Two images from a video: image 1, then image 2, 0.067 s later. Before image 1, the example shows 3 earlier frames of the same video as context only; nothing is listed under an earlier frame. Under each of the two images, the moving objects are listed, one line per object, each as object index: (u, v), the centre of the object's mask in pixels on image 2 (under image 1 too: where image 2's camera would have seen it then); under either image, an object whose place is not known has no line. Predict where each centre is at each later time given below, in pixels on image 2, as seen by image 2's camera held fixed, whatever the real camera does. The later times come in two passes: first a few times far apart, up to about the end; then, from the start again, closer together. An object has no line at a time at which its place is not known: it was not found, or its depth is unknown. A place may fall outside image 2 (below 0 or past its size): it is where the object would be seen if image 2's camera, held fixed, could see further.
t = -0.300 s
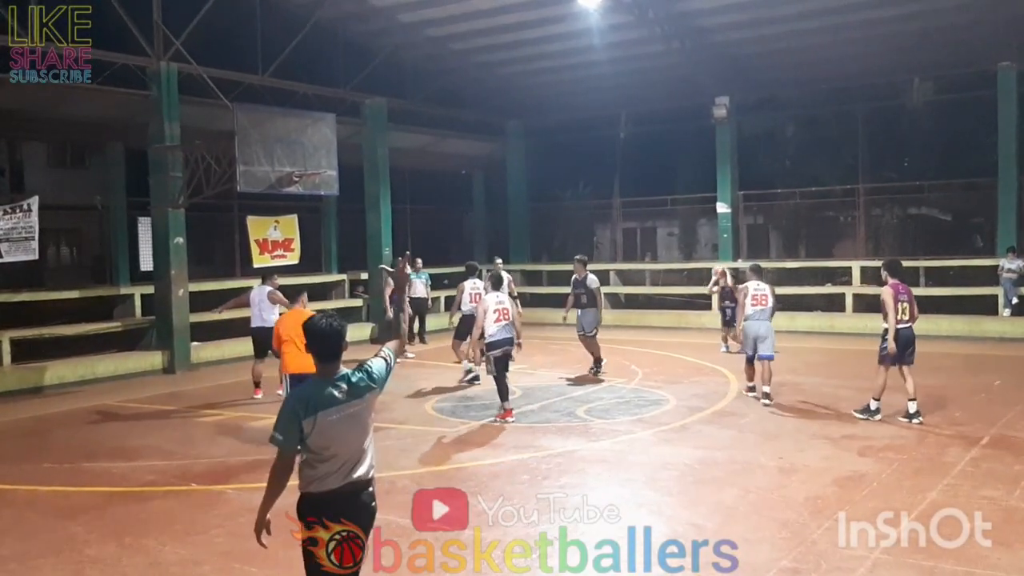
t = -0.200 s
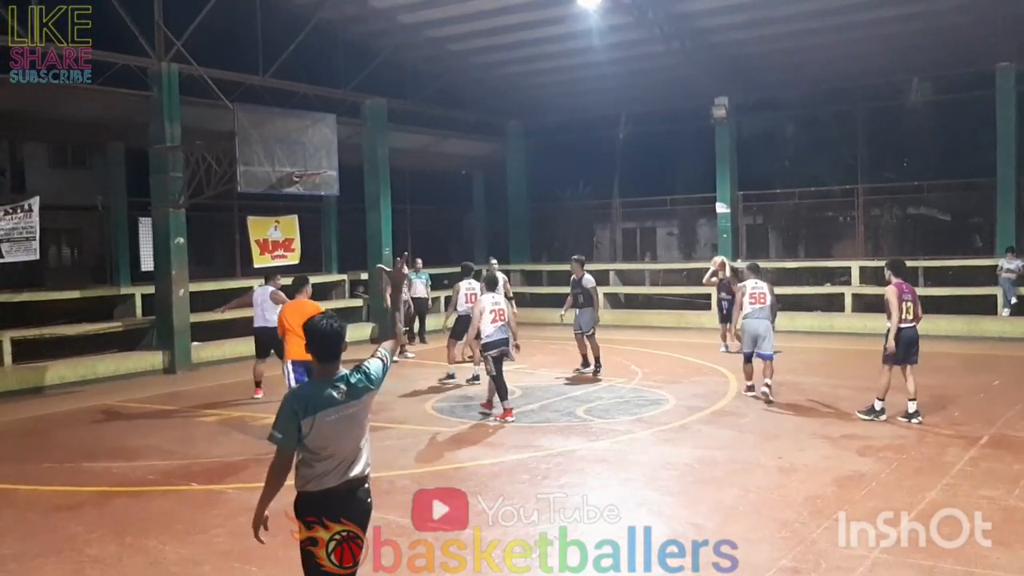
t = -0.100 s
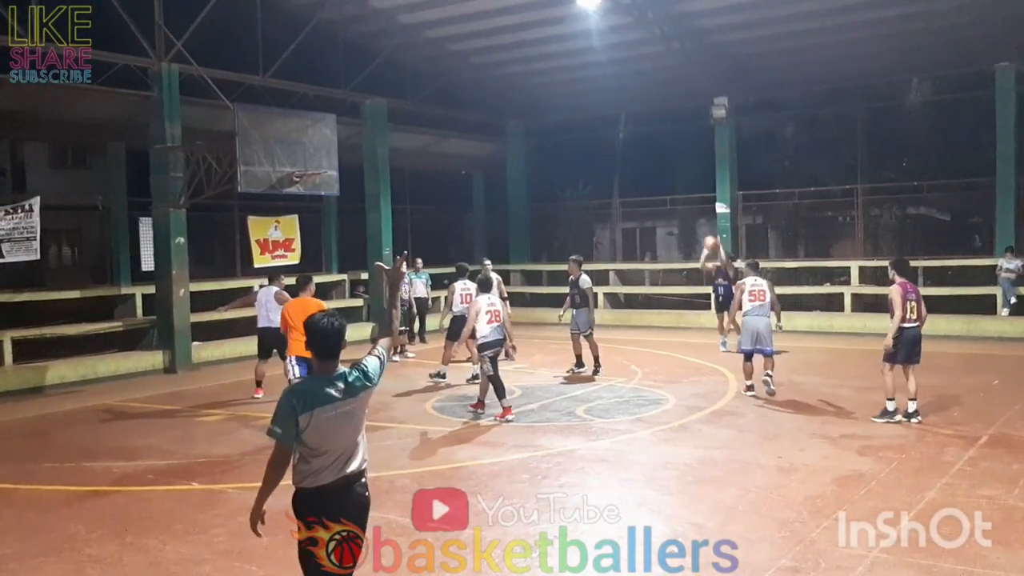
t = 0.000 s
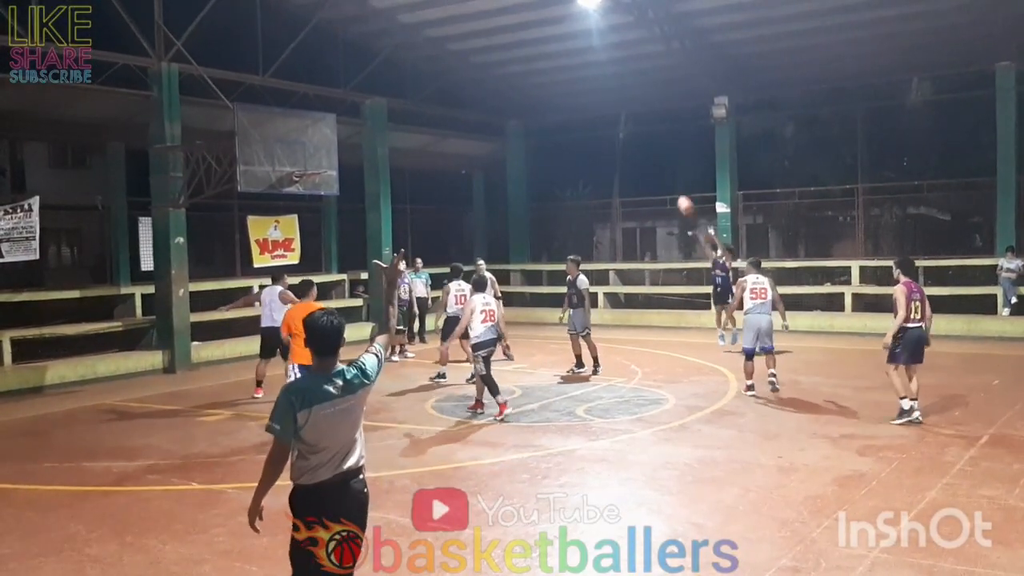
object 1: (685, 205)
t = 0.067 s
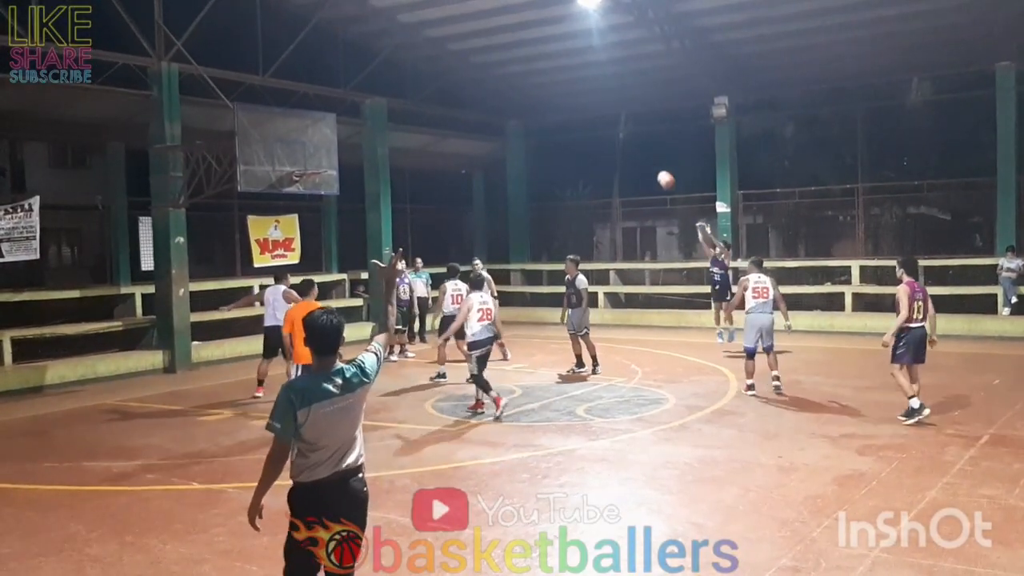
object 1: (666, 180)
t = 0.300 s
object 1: (597, 111)
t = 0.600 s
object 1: (508, 68)
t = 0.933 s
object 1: (406, 85)
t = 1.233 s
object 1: (313, 162)
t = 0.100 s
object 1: (656, 169)
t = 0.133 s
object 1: (646, 157)
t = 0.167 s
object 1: (636, 147)
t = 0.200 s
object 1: (626, 138)
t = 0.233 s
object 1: (617, 129)
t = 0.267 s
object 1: (606, 120)
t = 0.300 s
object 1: (597, 111)
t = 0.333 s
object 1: (587, 104)
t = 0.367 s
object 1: (577, 97)
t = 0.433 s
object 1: (558, 85)
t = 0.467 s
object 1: (548, 80)
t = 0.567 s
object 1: (518, 70)
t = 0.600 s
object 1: (508, 68)
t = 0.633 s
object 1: (498, 66)
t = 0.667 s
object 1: (487, 65)
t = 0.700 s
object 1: (477, 65)
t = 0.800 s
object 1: (447, 69)
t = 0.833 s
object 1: (436, 72)
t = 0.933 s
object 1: (406, 85)
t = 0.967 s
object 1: (395, 91)
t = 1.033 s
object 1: (374, 105)
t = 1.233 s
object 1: (313, 162)
